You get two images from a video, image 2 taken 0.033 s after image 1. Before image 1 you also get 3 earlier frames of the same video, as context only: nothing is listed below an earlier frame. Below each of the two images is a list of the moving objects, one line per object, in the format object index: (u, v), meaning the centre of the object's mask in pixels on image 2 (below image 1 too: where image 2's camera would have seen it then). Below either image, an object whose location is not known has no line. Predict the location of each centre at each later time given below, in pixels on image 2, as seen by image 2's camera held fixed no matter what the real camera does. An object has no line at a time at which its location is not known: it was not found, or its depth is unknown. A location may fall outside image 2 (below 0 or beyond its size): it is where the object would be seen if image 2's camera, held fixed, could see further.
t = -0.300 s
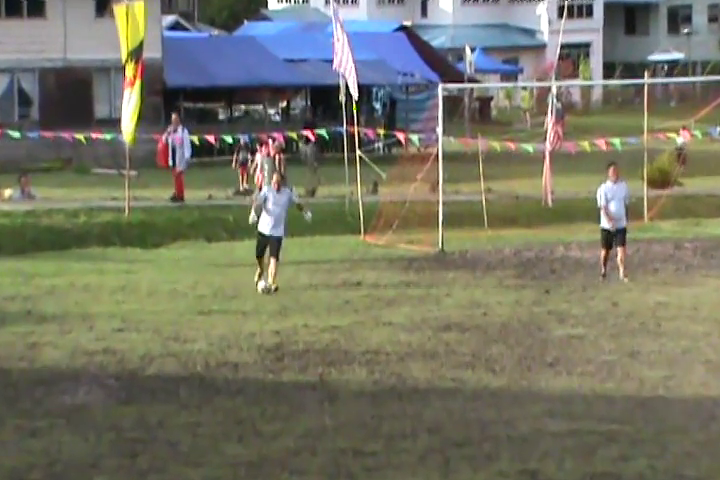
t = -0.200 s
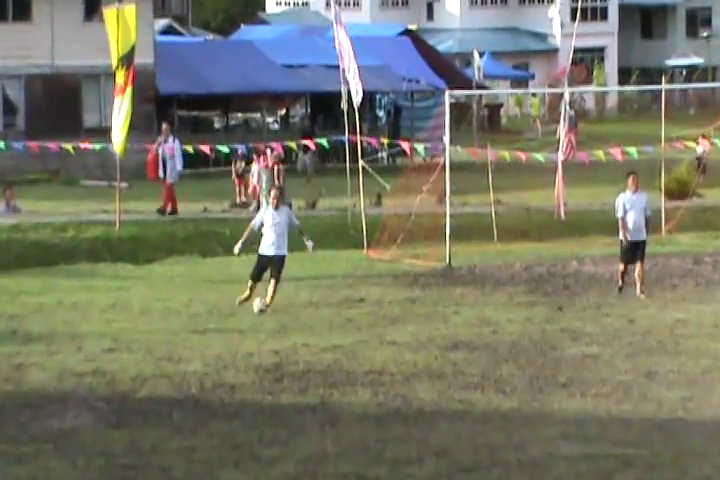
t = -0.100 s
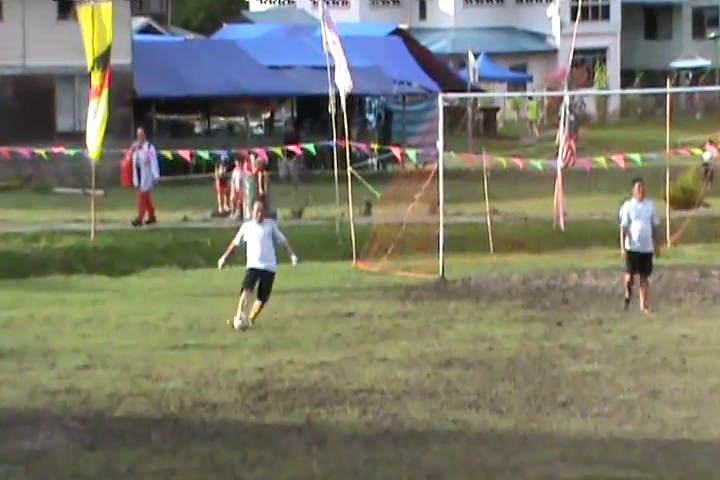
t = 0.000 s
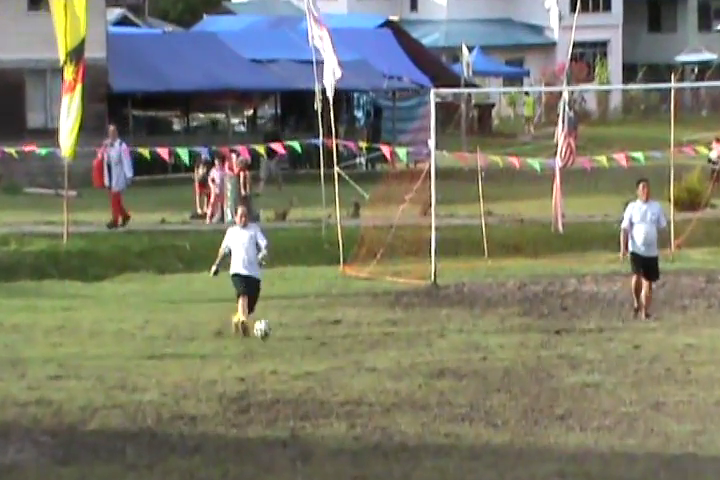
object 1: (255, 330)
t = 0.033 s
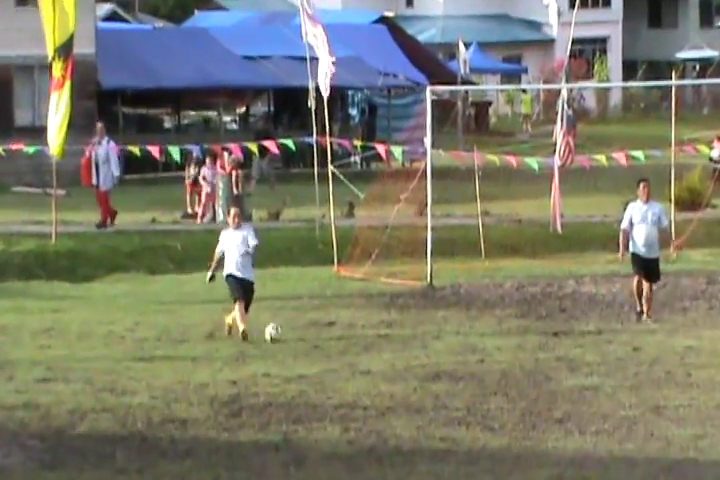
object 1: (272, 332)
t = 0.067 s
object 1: (282, 334)
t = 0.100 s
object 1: (299, 339)
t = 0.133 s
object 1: (318, 345)
